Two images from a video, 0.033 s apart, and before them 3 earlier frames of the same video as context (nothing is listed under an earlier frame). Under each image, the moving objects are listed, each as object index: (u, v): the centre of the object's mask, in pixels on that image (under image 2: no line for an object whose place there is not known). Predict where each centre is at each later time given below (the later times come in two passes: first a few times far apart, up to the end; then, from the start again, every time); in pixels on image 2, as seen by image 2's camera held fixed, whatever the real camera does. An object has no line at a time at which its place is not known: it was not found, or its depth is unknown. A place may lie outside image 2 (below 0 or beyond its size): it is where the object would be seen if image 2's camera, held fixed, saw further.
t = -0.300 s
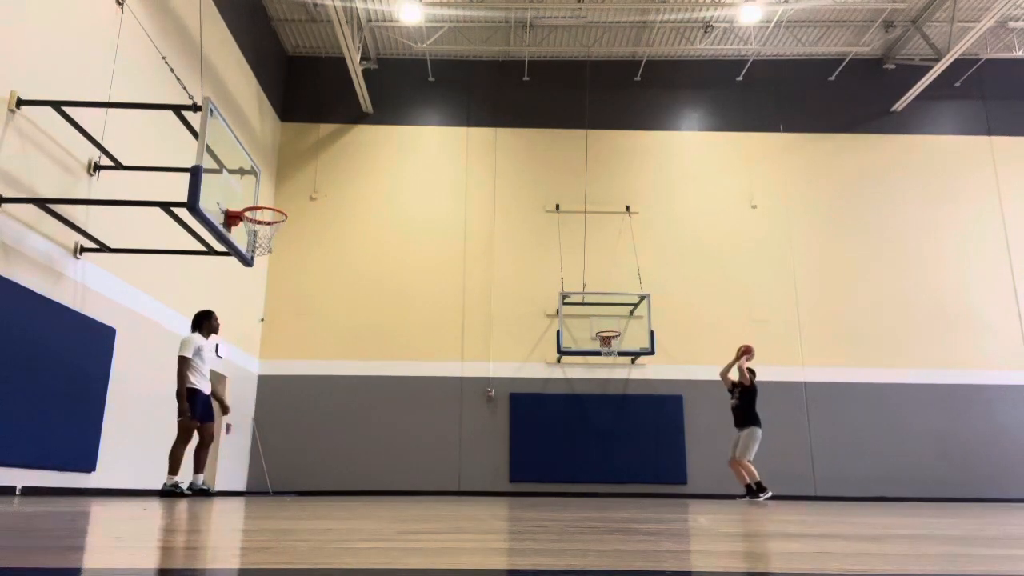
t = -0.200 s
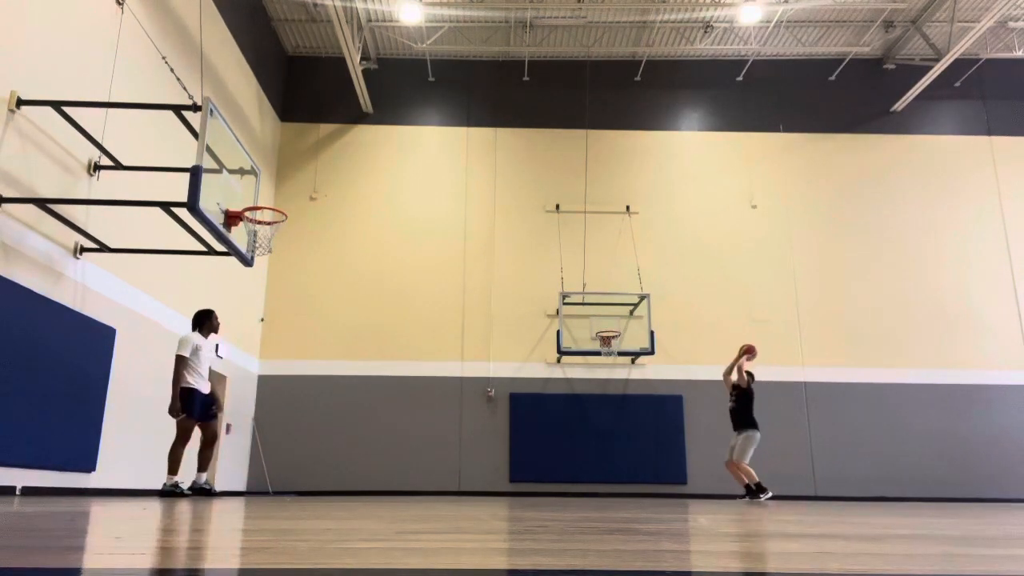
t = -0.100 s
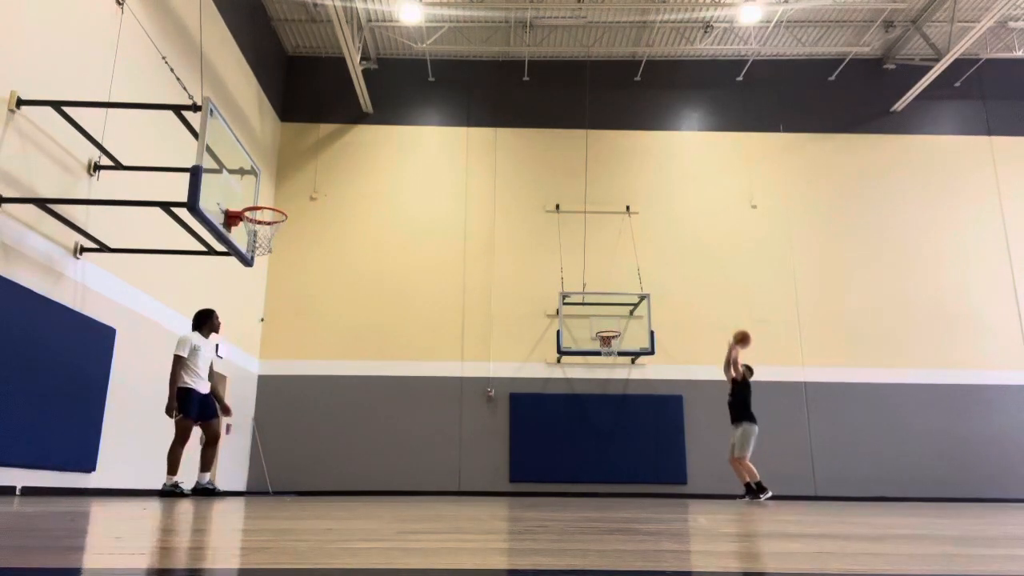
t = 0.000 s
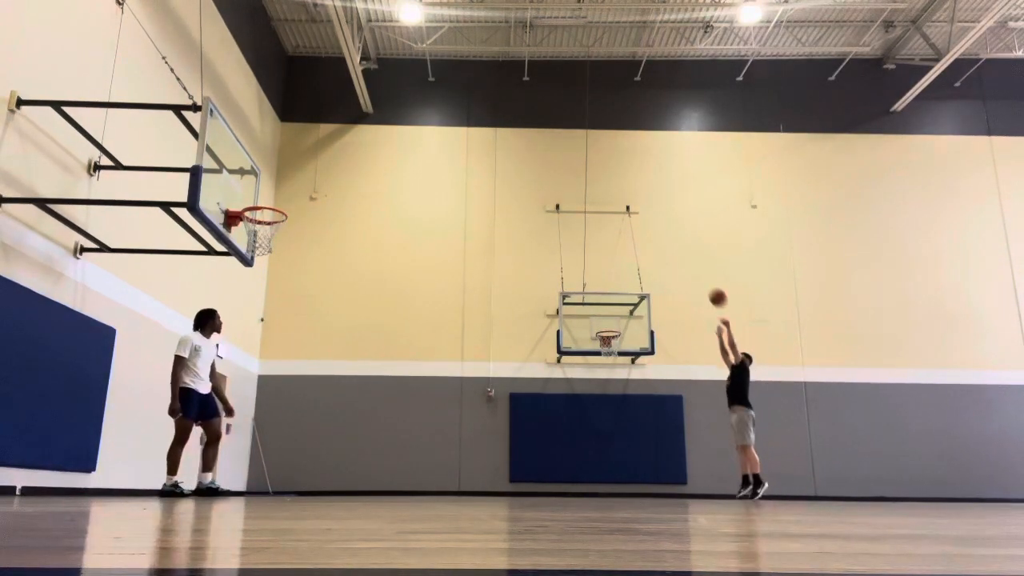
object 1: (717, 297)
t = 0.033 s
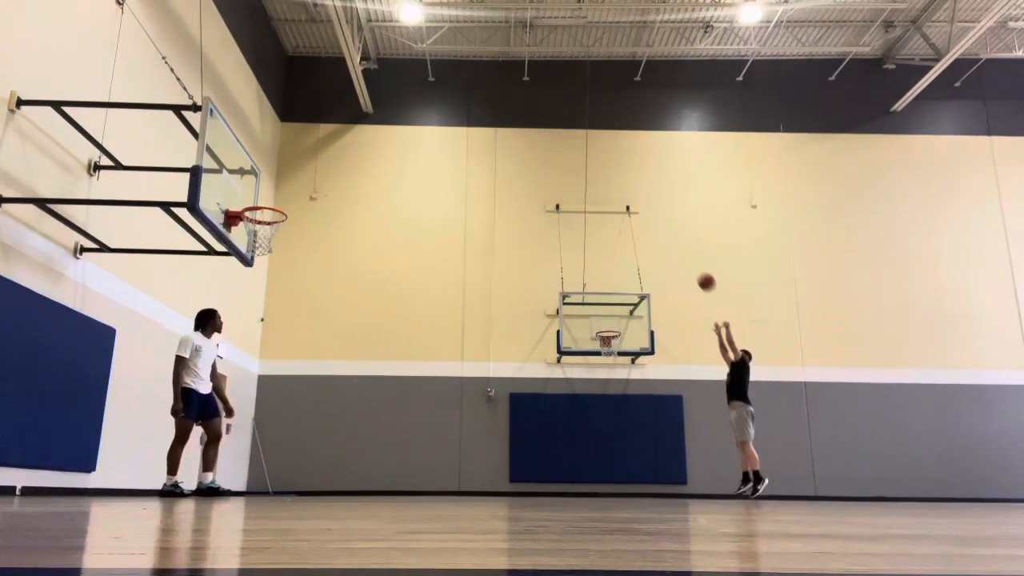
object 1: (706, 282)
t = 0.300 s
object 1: (617, 185)
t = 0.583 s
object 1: (521, 131)
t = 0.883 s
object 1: (411, 132)
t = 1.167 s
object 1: (288, 195)
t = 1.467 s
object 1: (243, 231)
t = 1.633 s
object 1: (250, 258)
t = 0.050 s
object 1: (701, 274)
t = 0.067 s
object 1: (695, 267)
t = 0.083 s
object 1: (689, 260)
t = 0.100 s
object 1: (684, 253)
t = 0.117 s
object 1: (678, 247)
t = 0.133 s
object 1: (673, 240)
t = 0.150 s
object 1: (667, 234)
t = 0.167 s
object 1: (661, 227)
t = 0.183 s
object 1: (656, 221)
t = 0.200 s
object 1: (650, 216)
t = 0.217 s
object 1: (644, 210)
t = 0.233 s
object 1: (638, 205)
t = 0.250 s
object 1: (633, 200)
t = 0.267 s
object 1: (628, 196)
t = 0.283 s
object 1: (623, 190)
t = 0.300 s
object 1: (617, 185)
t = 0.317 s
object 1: (612, 180)
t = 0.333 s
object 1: (605, 176)
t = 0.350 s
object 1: (600, 172)
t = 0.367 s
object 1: (594, 168)
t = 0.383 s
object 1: (589, 164)
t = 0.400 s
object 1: (584, 160)
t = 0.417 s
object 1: (578, 157)
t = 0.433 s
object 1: (572, 154)
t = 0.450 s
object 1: (567, 150)
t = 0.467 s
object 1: (561, 148)
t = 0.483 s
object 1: (555, 145)
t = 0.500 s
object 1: (550, 142)
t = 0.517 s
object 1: (544, 140)
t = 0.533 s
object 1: (538, 137)
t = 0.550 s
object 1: (532, 136)
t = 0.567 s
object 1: (526, 133)
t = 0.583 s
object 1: (521, 131)
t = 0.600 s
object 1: (515, 130)
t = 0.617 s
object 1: (509, 128)
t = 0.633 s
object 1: (504, 127)
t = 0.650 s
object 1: (498, 126)
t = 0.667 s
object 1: (492, 125)
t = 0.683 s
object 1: (486, 125)
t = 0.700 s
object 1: (480, 124)
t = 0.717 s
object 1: (474, 124)
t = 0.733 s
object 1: (468, 124)
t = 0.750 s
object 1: (462, 124)
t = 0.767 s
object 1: (455, 124)
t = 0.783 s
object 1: (449, 125)
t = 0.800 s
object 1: (442, 126)
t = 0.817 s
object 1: (436, 127)
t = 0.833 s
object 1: (429, 128)
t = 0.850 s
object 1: (423, 130)
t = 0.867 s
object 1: (417, 131)
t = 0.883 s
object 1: (411, 132)
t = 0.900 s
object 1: (404, 134)
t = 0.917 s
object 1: (397, 136)
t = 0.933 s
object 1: (390, 138)
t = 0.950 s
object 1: (383, 141)
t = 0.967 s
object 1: (376, 144)
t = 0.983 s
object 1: (370, 147)
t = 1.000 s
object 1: (362, 150)
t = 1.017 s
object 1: (355, 153)
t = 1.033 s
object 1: (348, 157)
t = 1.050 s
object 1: (341, 161)
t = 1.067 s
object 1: (334, 165)
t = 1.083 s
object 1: (326, 169)
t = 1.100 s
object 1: (319, 174)
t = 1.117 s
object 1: (311, 179)
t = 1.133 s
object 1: (304, 184)
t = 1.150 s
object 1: (295, 189)
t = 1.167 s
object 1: (288, 195)
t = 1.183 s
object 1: (280, 201)
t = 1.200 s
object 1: (272, 206)
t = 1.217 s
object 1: (262, 216)
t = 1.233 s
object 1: (257, 220)
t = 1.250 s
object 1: (249, 227)
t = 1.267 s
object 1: (246, 229)
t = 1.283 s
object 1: (244, 228)
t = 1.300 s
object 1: (243, 229)
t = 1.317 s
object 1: (242, 228)
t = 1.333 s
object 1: (242, 228)
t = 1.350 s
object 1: (242, 228)
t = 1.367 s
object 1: (242, 227)
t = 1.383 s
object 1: (241, 227)
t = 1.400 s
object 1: (242, 227)
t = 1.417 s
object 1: (242, 228)
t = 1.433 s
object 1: (242, 228)
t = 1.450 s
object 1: (242, 229)
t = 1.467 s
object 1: (243, 231)
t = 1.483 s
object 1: (245, 232)
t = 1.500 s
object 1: (245, 236)
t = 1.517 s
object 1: (246, 235)
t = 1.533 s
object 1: (247, 237)
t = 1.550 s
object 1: (248, 242)
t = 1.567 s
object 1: (248, 244)
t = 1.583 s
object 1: (248, 249)
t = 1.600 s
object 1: (249, 252)
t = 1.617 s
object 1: (250, 254)
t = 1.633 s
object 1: (250, 258)
